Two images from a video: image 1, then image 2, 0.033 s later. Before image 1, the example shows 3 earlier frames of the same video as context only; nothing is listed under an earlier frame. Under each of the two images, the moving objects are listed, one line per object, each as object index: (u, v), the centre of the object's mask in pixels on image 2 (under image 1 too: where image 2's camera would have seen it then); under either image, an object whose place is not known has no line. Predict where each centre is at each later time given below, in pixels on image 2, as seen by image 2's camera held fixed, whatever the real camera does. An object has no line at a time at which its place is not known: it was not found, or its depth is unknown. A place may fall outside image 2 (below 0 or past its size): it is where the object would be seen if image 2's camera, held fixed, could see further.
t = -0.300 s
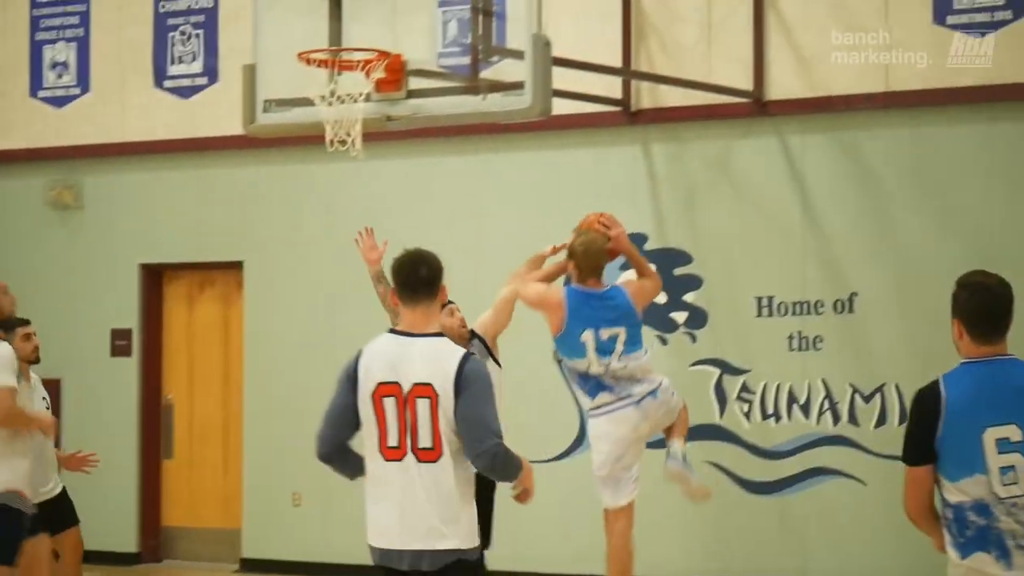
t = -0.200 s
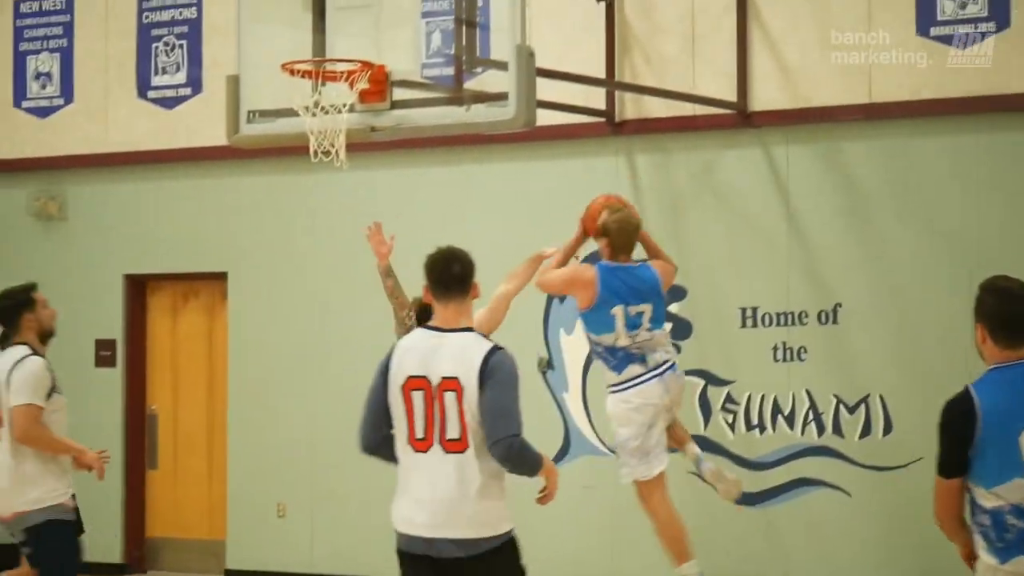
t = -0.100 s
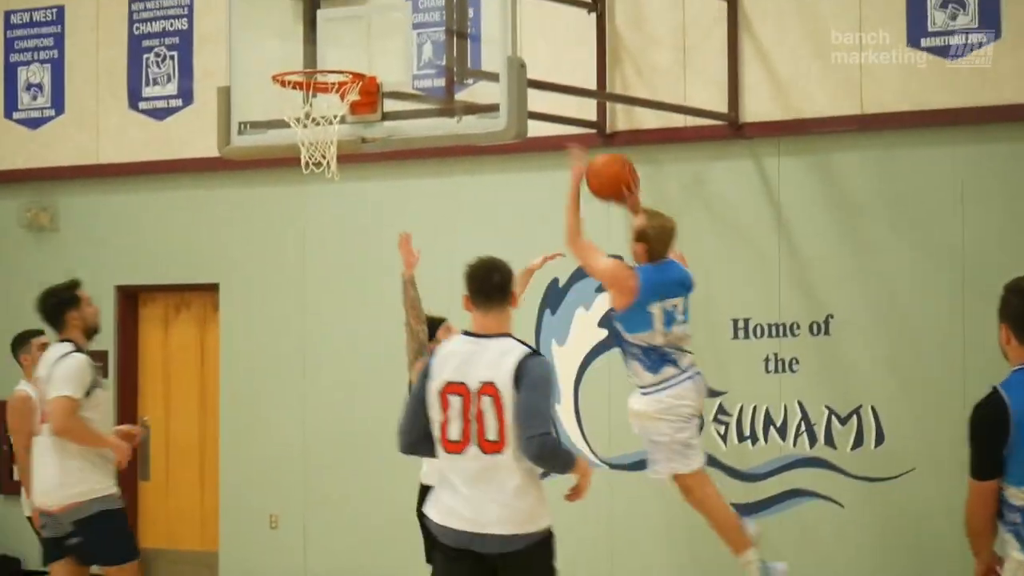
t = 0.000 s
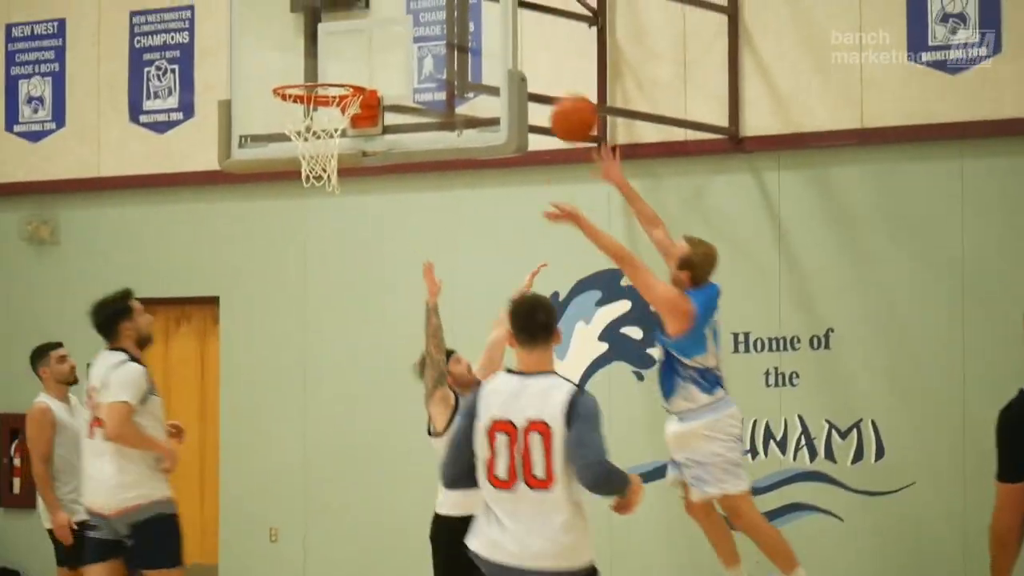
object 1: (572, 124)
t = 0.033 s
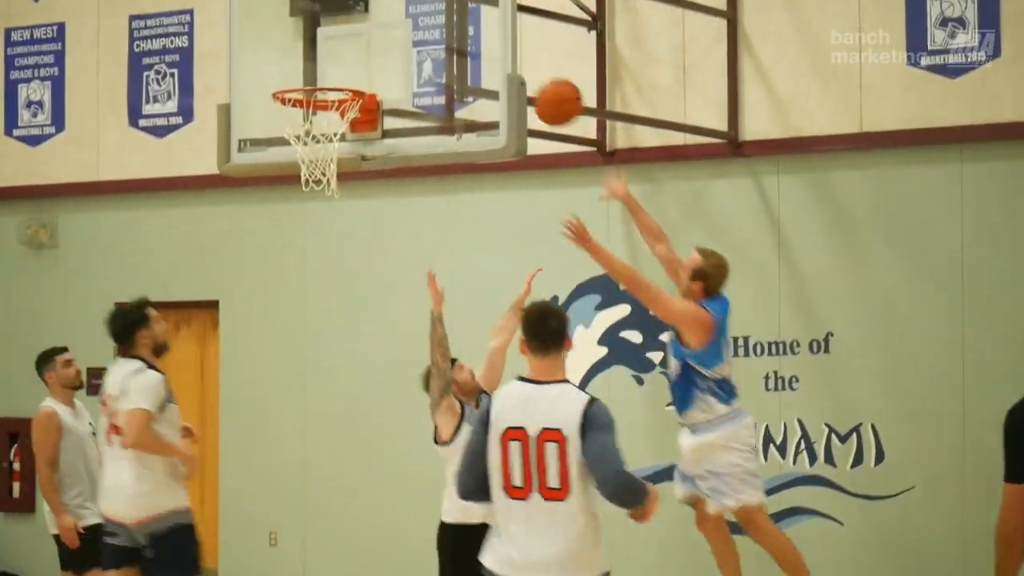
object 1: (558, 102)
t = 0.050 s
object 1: (550, 93)
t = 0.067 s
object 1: (543, 84)
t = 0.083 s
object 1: (535, 75)
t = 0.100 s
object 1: (527, 67)
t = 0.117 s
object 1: (521, 60)
